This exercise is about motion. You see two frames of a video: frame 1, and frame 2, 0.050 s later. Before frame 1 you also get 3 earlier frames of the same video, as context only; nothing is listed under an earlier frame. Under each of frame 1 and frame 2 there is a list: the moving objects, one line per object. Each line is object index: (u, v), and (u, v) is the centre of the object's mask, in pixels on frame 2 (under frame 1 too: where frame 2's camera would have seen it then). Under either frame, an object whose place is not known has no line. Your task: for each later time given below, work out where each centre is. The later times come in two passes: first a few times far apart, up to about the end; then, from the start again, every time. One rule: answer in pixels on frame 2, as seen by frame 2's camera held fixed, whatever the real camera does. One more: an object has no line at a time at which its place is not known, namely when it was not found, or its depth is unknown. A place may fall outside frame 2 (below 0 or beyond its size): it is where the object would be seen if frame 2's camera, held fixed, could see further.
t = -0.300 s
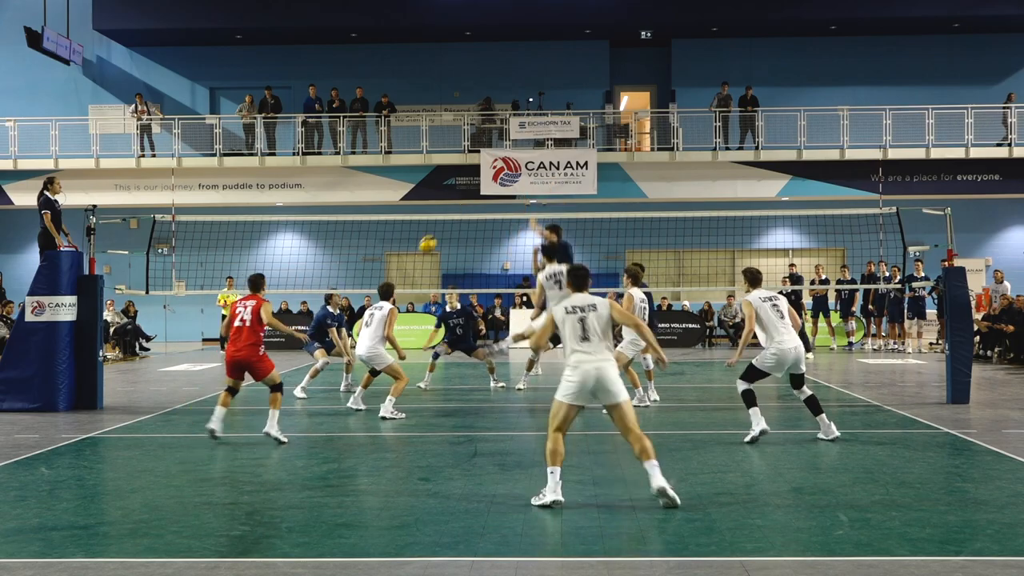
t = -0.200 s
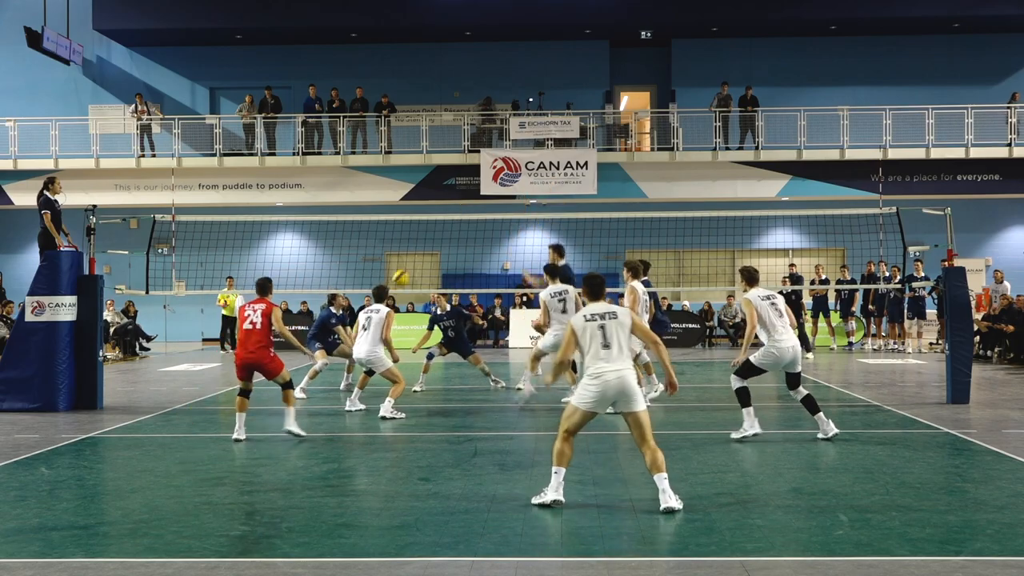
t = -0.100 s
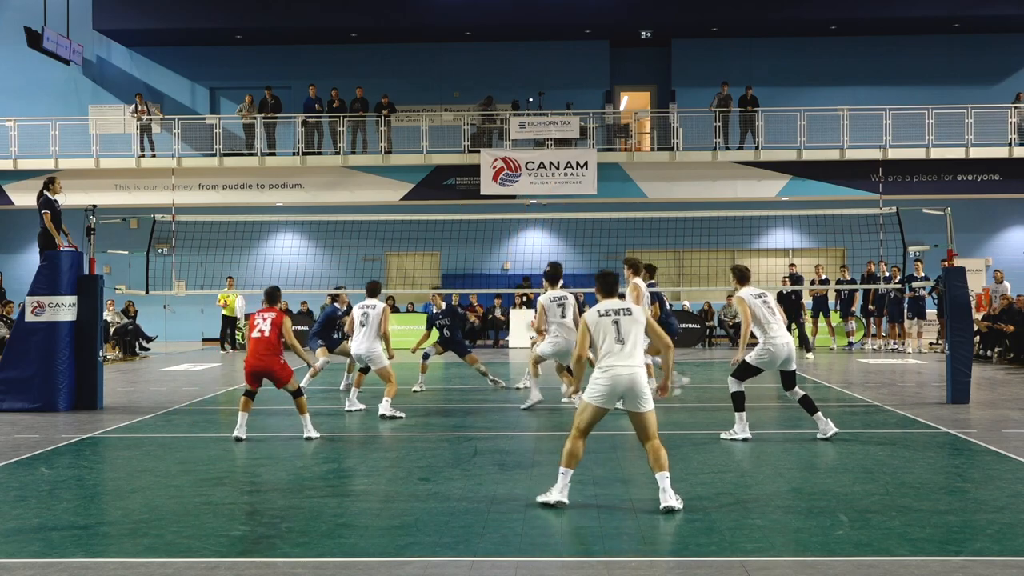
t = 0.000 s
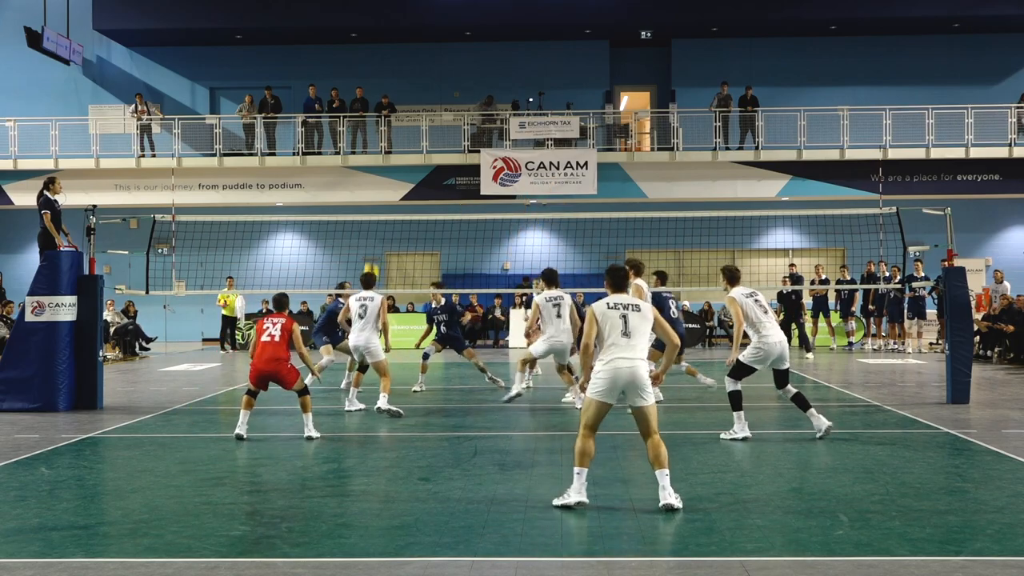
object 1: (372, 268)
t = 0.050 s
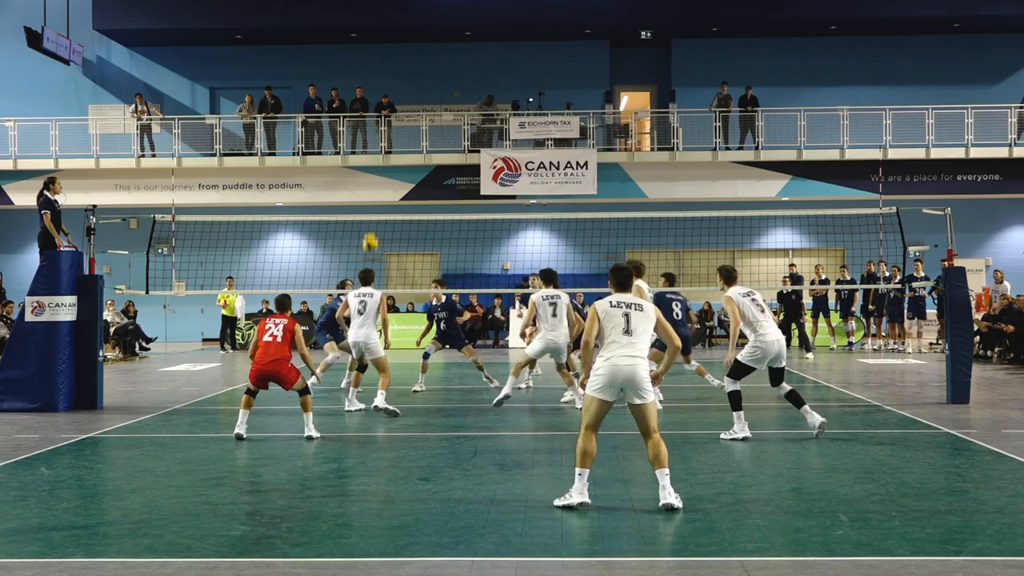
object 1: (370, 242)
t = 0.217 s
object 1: (368, 158)
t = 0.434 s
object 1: (364, 77)
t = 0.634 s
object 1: (359, 31)
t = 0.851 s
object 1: (354, 13)
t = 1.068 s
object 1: (349, 29)
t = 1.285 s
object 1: (345, 80)
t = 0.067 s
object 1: (370, 233)
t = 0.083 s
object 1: (370, 226)
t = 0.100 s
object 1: (370, 211)
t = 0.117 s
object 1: (370, 207)
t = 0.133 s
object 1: (369, 198)
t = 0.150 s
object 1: (369, 190)
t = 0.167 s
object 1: (369, 182)
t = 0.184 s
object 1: (369, 173)
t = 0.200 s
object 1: (368, 166)
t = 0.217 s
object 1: (368, 158)
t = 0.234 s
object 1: (368, 151)
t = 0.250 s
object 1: (367, 142)
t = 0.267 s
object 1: (367, 137)
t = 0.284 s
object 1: (367, 130)
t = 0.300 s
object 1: (367, 123)
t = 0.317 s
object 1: (366, 116)
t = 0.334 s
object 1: (366, 109)
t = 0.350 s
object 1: (366, 104)
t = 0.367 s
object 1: (365, 98)
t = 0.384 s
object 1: (365, 93)
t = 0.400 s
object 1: (365, 87)
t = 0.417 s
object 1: (364, 81)
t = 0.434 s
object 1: (364, 77)
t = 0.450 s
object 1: (363, 72)
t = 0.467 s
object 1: (363, 66)
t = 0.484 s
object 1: (363, 63)
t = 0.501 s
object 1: (363, 58)
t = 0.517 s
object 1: (362, 54)
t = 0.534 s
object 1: (362, 50)
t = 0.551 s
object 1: (362, 46)
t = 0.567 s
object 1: (361, 43)
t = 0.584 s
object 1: (360, 40)
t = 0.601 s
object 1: (360, 36)
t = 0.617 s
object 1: (360, 34)
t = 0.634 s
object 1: (359, 31)
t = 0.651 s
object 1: (359, 28)
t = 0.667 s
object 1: (359, 26)
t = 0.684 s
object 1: (358, 24)
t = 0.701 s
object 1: (358, 22)
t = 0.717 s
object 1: (357, 20)
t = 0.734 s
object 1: (357, 18)
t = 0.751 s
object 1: (357, 17)
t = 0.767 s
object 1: (356, 16)
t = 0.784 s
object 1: (356, 15)
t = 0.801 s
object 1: (355, 14)
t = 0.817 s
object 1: (355, 13)
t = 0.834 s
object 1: (355, 13)
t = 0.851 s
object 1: (354, 13)
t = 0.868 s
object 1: (354, 13)
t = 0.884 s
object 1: (353, 13)
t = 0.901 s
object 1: (353, 13)
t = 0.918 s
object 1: (353, 14)
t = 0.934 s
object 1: (352, 15)
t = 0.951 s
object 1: (352, 16)
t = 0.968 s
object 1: (352, 17)
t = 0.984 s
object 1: (351, 19)
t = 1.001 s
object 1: (351, 20)
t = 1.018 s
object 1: (351, 22)
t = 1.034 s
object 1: (350, 24)
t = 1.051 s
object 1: (350, 27)
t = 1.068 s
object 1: (349, 29)
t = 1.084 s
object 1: (349, 32)
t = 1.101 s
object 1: (349, 34)
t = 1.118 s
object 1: (348, 37)
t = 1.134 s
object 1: (348, 41)
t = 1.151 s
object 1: (348, 44)
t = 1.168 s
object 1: (347, 48)
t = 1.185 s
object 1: (347, 52)
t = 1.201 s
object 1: (346, 56)
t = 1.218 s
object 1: (346, 60)
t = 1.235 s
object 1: (346, 65)
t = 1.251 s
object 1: (345, 69)
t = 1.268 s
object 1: (345, 75)
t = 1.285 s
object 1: (345, 80)
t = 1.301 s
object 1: (345, 85)
